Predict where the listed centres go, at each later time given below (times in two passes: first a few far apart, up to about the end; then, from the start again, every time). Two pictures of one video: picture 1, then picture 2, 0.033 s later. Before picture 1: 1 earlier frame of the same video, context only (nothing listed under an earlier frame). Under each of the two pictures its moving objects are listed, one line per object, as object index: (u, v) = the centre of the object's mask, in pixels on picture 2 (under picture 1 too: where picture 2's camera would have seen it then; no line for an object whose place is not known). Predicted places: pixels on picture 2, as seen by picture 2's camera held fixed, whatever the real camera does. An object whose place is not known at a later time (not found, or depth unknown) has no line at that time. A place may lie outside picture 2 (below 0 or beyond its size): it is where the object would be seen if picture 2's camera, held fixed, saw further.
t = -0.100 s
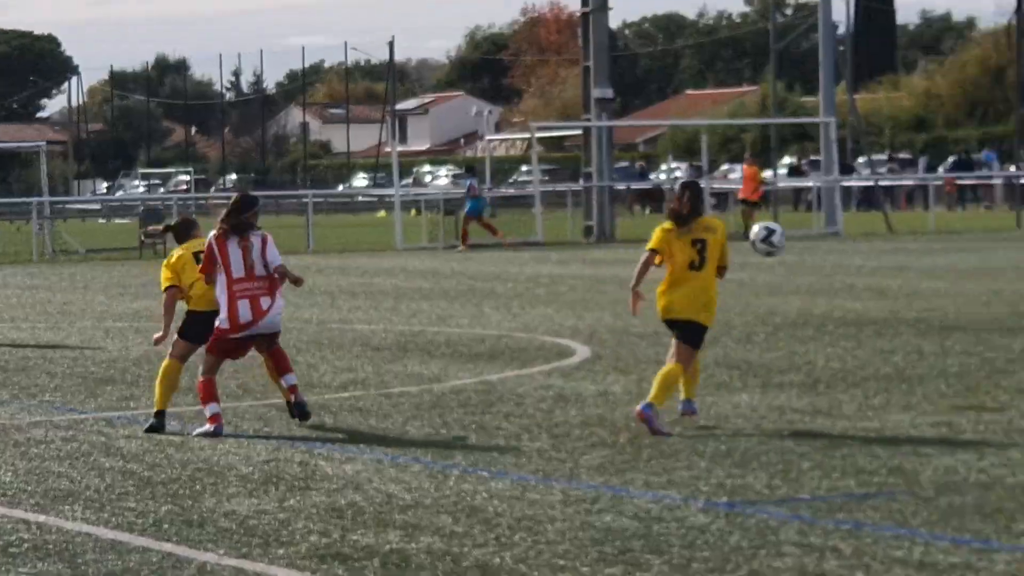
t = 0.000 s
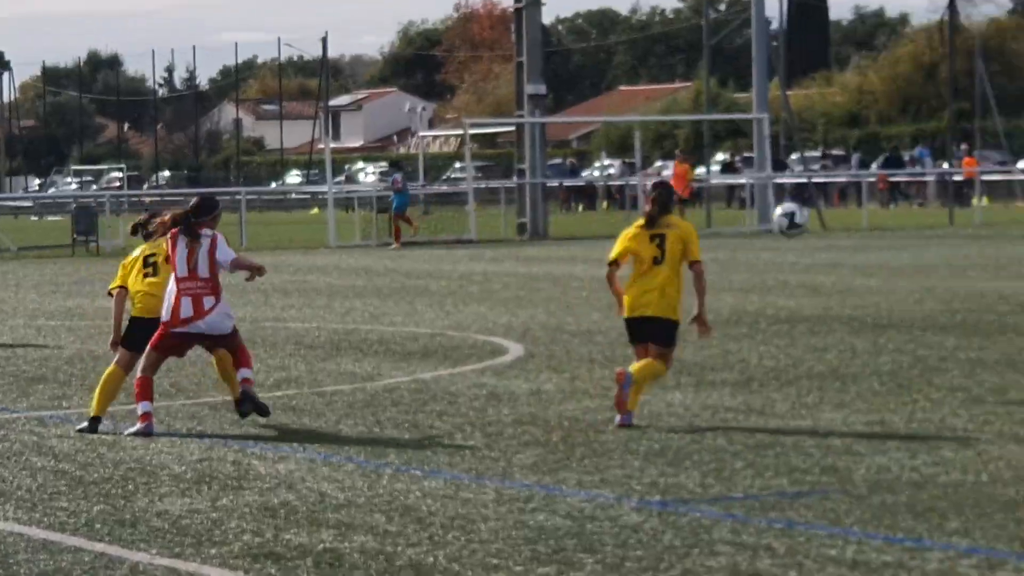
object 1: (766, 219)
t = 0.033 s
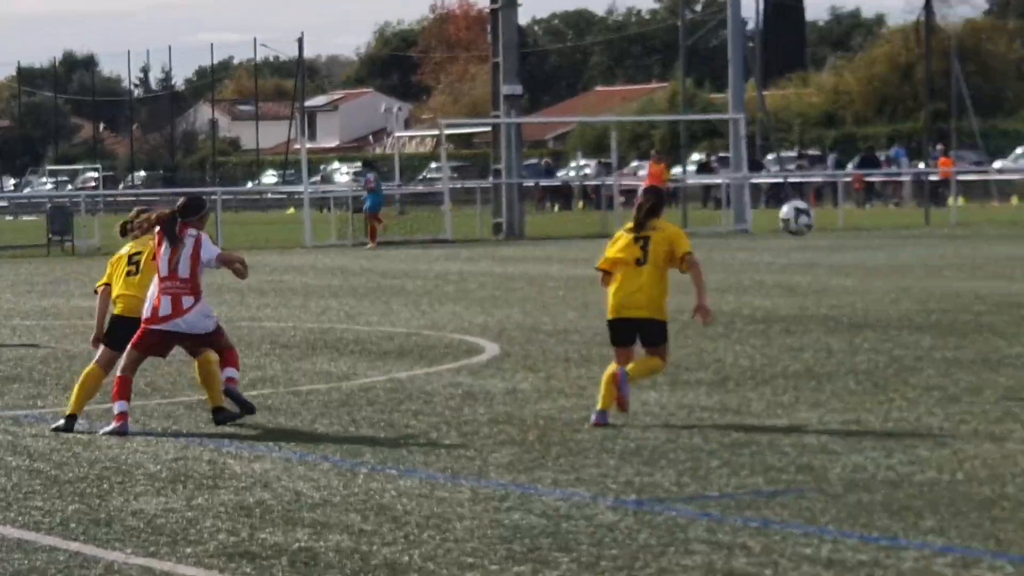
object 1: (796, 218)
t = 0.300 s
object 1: (1030, 264)
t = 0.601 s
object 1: (1284, 309)
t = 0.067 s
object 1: (826, 217)
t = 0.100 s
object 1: (855, 219)
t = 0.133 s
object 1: (886, 222)
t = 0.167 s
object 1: (914, 228)
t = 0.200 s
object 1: (944, 234)
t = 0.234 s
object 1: (972, 242)
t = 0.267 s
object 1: (1001, 253)
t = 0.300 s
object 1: (1030, 264)
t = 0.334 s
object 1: (1058, 278)
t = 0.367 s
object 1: (1089, 293)
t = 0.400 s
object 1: (1116, 310)
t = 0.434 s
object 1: (1143, 327)
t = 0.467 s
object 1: (1172, 348)
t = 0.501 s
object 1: (1198, 349)
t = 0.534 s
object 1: (1226, 334)
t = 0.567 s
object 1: (1255, 320)
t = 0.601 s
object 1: (1284, 309)
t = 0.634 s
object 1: (1311, 298)
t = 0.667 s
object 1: (1341, 290)
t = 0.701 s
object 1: (1370, 282)
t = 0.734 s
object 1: (1398, 280)
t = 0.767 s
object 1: (1427, 276)
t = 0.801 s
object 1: (1455, 273)
